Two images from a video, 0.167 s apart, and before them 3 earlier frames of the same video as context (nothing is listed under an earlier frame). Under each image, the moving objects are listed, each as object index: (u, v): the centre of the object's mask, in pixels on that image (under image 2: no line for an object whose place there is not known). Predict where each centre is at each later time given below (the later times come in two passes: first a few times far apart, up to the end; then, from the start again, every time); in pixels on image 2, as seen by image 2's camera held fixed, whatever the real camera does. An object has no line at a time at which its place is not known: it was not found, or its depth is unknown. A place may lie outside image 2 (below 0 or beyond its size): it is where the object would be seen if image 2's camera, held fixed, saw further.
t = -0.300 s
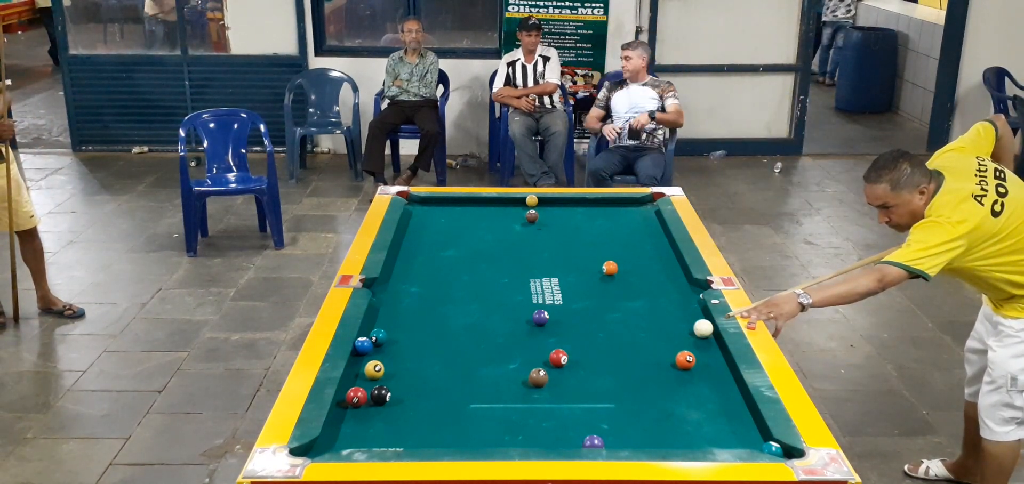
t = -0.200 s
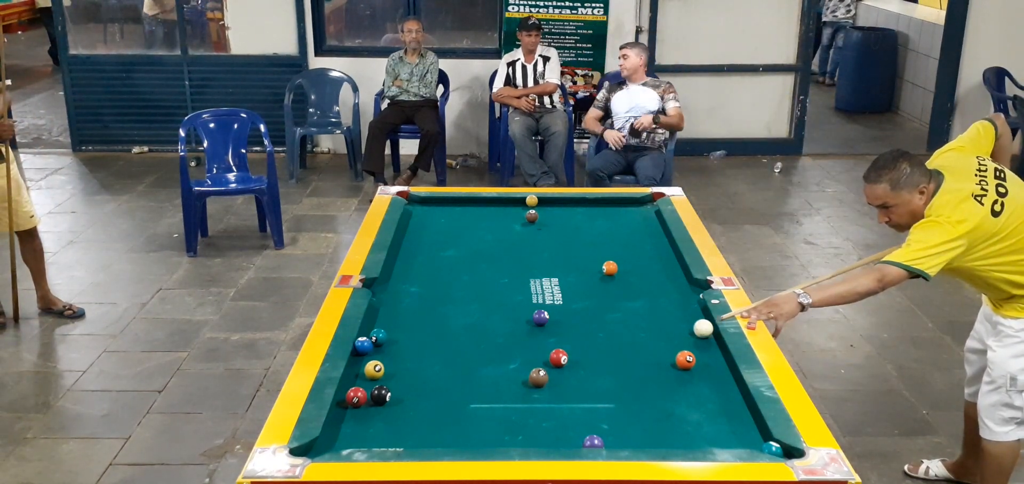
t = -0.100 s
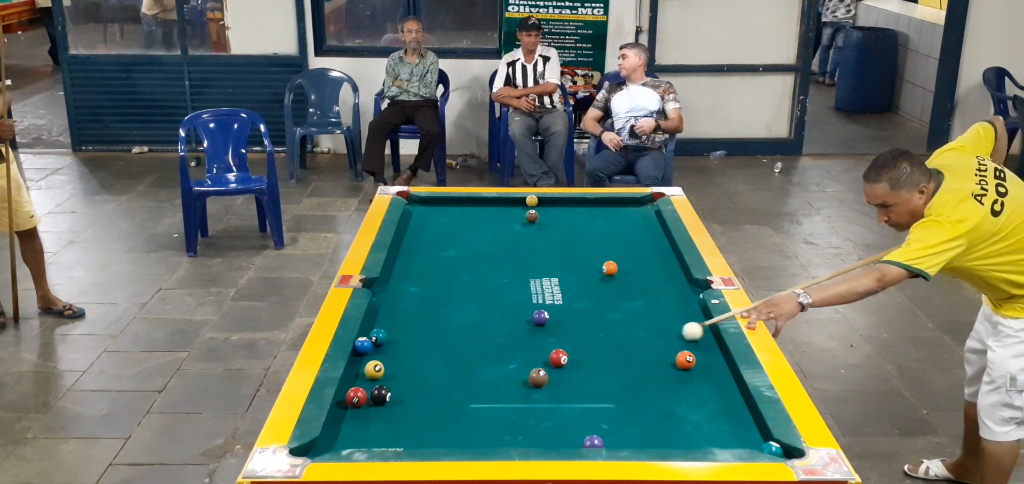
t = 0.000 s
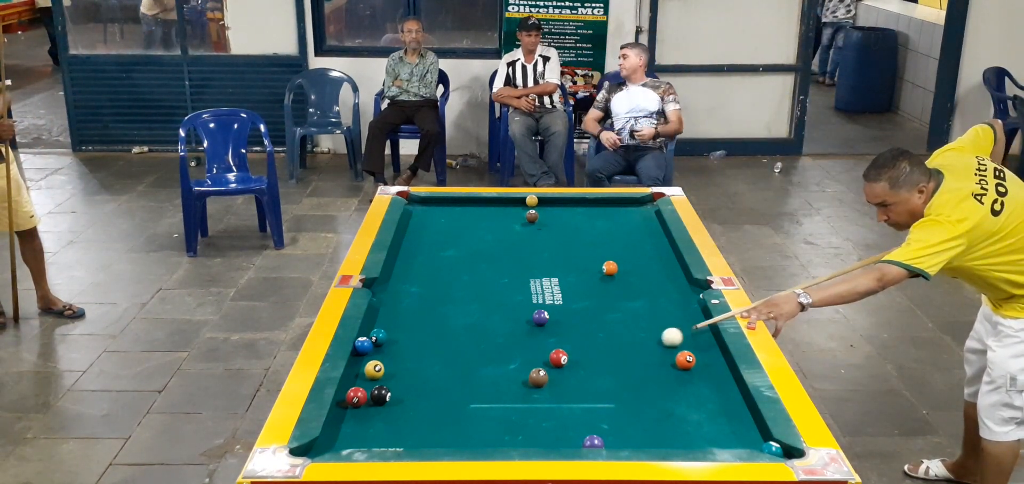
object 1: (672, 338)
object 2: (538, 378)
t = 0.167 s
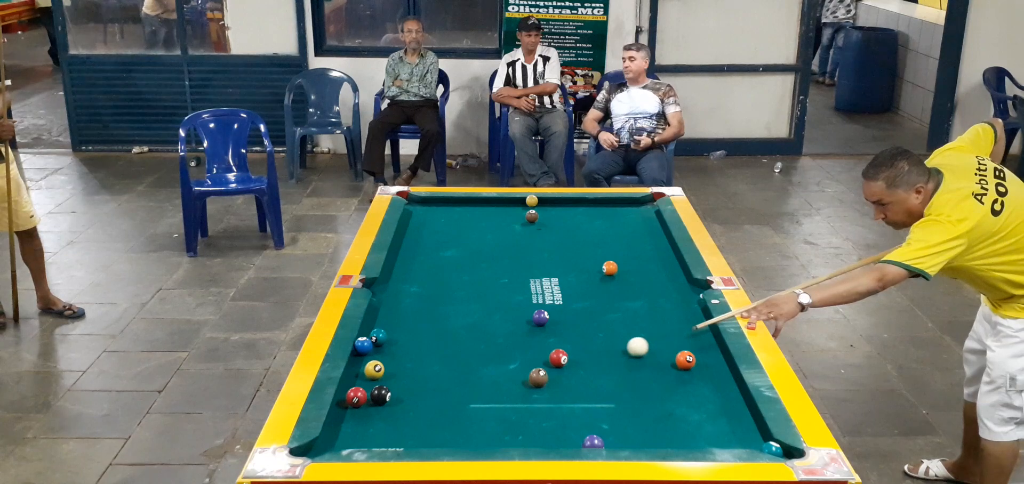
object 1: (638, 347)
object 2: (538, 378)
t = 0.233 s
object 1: (624, 351)
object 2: (538, 378)
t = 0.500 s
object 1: (568, 367)
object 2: (538, 378)
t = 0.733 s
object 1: (540, 375)
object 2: (507, 388)
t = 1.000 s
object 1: (517, 381)
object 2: (462, 403)
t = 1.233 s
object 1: (500, 385)
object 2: (424, 416)
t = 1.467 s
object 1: (485, 389)
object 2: (388, 429)
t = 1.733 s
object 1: (470, 393)
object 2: (346, 441)
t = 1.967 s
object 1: (461, 395)
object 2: (312, 451)
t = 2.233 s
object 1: (453, 397)
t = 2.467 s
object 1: (450, 398)
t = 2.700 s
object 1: (449, 399)
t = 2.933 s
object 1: (449, 399)
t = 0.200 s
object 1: (631, 349)
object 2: (538, 378)
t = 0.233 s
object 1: (624, 351)
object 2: (538, 378)
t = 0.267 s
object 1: (617, 353)
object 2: (538, 378)
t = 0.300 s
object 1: (610, 355)
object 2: (538, 378)
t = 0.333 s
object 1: (603, 357)
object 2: (538, 378)
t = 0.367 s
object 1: (596, 359)
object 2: (538, 378)
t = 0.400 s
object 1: (589, 361)
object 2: (538, 378)
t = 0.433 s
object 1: (582, 363)
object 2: (538, 378)
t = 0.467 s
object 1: (575, 365)
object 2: (538, 378)
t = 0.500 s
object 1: (568, 367)
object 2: (538, 378)
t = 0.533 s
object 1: (561, 370)
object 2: (538, 378)
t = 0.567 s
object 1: (555, 371)
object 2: (538, 378)
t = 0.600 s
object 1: (552, 372)
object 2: (531, 380)
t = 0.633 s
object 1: (549, 373)
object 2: (524, 383)
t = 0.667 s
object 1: (546, 374)
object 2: (518, 384)
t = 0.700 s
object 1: (543, 374)
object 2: (512, 386)
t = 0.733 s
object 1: (540, 375)
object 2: (507, 388)
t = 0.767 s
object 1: (537, 376)
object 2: (501, 390)
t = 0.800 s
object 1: (534, 377)
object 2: (496, 392)
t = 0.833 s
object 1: (531, 377)
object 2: (490, 394)
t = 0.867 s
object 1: (528, 378)
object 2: (484, 396)
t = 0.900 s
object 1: (525, 379)
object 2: (479, 397)
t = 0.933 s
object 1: (523, 379)
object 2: (473, 400)
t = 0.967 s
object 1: (520, 380)
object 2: (468, 401)
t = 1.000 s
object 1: (517, 381)
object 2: (462, 403)
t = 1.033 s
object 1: (515, 381)
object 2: (457, 405)
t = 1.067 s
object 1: (512, 382)
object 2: (452, 407)
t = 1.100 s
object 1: (510, 383)
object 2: (446, 409)
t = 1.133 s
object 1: (507, 383)
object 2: (441, 410)
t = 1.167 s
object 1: (505, 384)
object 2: (435, 412)
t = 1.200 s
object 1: (502, 385)
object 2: (430, 414)
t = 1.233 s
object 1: (500, 385)
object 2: (424, 416)
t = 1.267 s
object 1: (498, 386)
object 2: (419, 418)
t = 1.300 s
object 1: (495, 386)
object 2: (414, 420)
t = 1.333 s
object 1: (493, 387)
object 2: (408, 422)
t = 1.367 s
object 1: (491, 388)
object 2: (403, 423)
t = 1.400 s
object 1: (489, 388)
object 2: (398, 425)
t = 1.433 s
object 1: (487, 389)
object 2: (393, 427)
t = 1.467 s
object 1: (485, 389)
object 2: (388, 429)
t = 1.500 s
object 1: (483, 390)
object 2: (382, 431)
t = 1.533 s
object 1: (481, 390)
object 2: (377, 432)
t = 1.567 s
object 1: (479, 391)
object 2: (372, 434)
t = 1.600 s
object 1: (477, 391)
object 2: (367, 436)
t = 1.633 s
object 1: (475, 392)
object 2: (362, 437)
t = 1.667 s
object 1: (474, 392)
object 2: (357, 439)
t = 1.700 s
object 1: (472, 392)
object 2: (351, 440)
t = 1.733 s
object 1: (470, 393)
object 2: (346, 441)
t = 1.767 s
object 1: (469, 393)
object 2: (341, 442)
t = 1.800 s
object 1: (467, 394)
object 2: (336, 444)
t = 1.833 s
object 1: (466, 394)
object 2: (330, 446)
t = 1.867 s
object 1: (465, 394)
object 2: (326, 447)
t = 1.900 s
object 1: (463, 395)
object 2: (320, 449)
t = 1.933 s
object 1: (462, 395)
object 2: (316, 450)
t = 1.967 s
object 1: (461, 395)
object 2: (312, 451)
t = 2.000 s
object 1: (460, 396)
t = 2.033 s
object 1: (458, 396)
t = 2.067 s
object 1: (457, 396)
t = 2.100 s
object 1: (457, 397)
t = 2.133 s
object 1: (456, 397)
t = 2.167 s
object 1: (455, 397)
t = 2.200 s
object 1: (454, 397)
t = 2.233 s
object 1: (453, 397)
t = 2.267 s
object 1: (453, 398)
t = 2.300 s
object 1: (452, 398)
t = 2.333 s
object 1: (452, 398)
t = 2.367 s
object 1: (451, 398)
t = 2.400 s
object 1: (451, 398)
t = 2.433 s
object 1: (451, 398)
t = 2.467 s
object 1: (450, 398)
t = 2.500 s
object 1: (450, 398)
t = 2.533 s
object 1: (450, 398)
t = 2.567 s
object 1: (450, 399)
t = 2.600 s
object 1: (449, 399)
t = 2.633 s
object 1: (449, 399)
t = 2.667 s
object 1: (449, 399)
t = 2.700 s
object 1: (449, 399)
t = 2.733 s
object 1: (449, 399)
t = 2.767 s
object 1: (449, 399)
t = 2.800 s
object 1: (449, 399)
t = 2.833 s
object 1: (449, 399)
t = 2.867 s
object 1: (449, 399)
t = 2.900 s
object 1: (449, 399)
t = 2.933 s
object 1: (449, 399)
